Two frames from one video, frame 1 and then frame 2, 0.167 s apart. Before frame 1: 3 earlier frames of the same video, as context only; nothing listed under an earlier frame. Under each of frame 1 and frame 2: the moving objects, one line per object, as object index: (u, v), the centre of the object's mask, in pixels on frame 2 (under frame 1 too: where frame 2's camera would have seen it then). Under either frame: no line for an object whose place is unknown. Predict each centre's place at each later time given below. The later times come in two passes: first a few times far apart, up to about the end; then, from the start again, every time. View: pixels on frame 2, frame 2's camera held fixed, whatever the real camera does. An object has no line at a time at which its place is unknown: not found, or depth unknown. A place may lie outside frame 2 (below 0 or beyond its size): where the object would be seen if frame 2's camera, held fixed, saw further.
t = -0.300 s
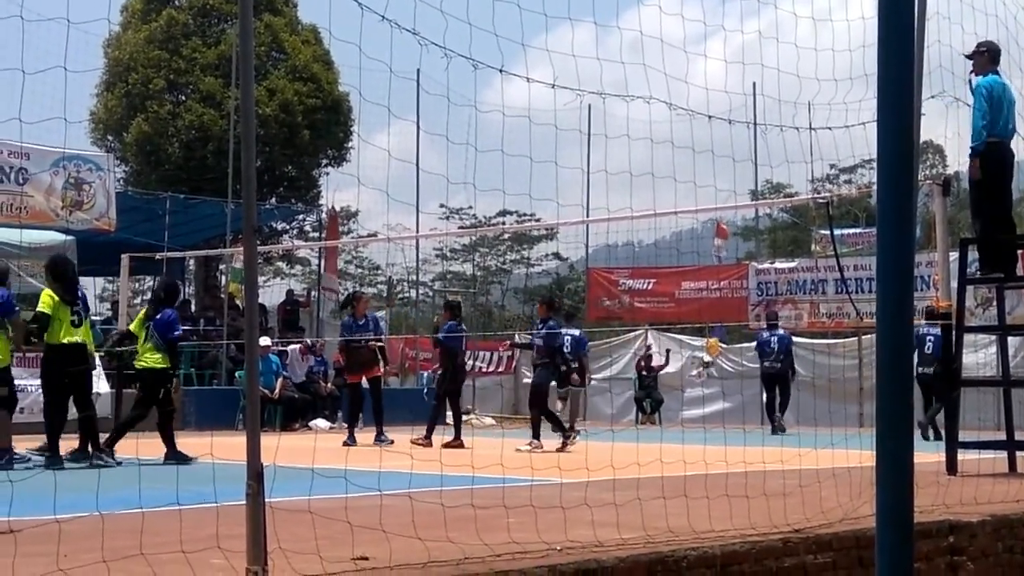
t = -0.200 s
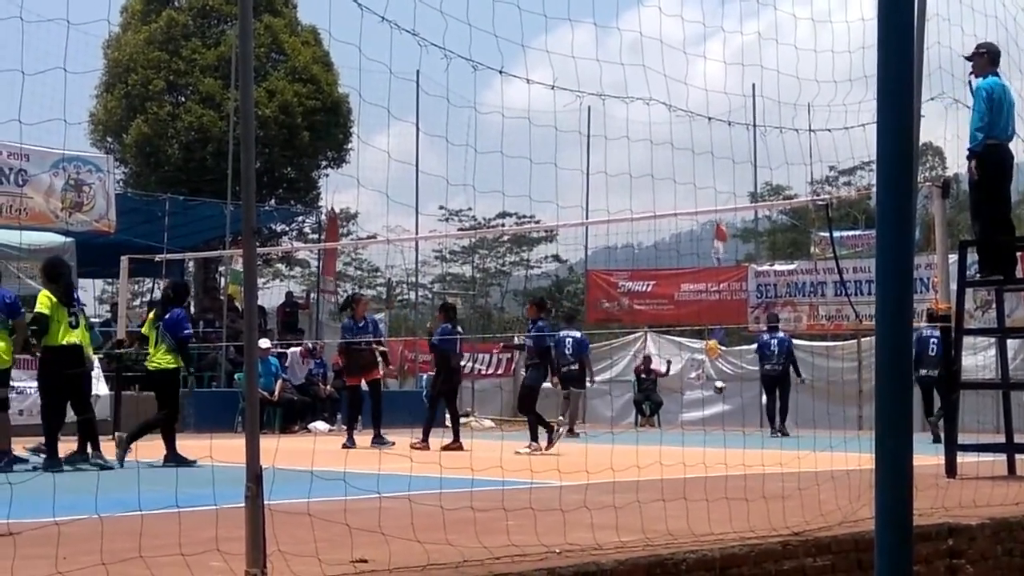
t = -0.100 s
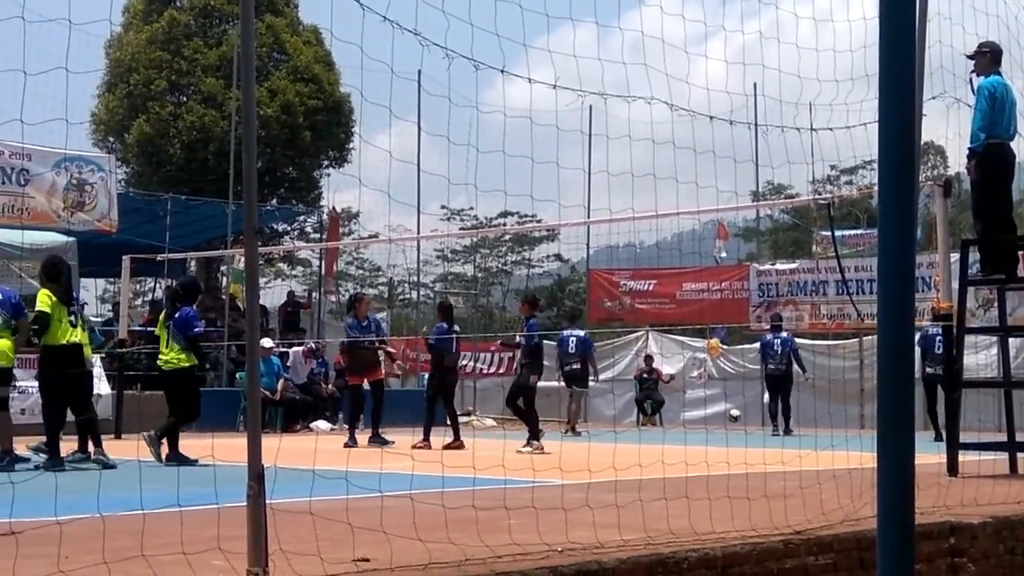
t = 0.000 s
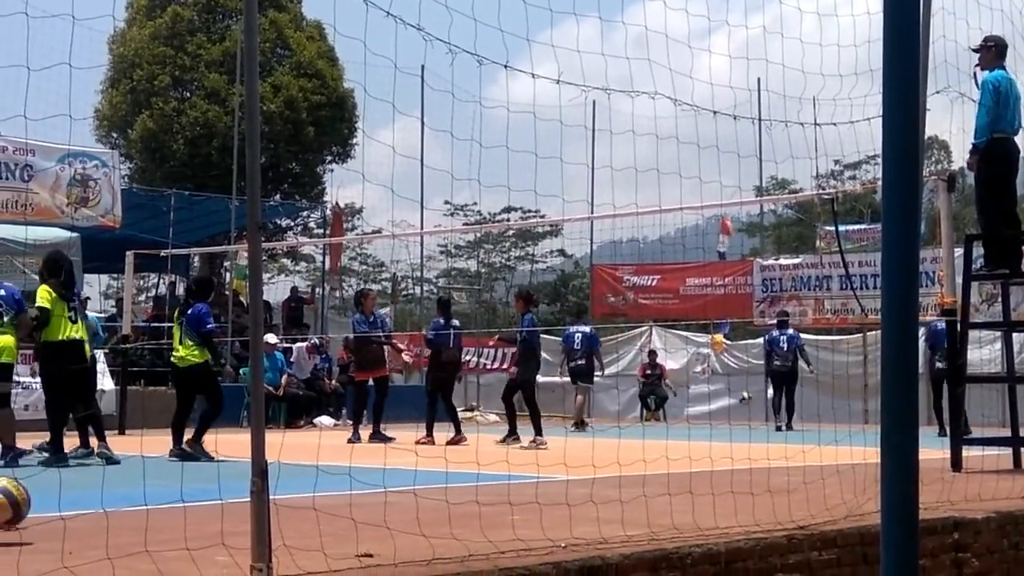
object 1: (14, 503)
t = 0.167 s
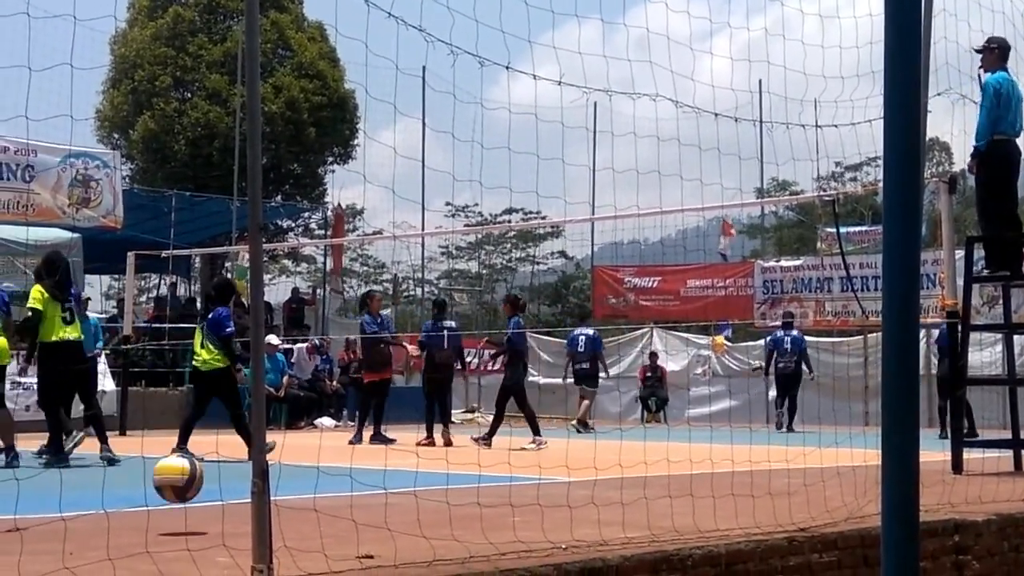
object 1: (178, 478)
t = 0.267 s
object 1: (280, 495)
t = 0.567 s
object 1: (500, 486)
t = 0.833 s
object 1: (663, 480)
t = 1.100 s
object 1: (799, 473)
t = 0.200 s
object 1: (209, 481)
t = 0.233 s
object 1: (235, 486)
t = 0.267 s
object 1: (280, 495)
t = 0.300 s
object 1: (298, 503)
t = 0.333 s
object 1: (327, 492)
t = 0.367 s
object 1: (354, 484)
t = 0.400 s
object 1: (380, 479)
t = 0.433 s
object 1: (405, 475)
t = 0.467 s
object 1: (430, 475)
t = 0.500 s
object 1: (454, 476)
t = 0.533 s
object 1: (478, 480)
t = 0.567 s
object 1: (500, 486)
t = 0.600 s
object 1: (522, 489)
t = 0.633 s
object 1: (544, 481)
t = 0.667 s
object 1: (565, 475)
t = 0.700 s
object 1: (586, 472)
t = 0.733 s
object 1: (606, 471)
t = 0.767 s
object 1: (625, 471)
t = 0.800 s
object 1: (644, 475)
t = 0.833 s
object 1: (663, 480)
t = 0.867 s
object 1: (682, 481)
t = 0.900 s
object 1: (700, 474)
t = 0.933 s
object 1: (717, 468)
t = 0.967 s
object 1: (734, 466)
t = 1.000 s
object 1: (751, 465)
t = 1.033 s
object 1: (767, 466)
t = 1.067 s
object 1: (783, 468)
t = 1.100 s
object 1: (799, 473)
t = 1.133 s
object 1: (815, 477)
